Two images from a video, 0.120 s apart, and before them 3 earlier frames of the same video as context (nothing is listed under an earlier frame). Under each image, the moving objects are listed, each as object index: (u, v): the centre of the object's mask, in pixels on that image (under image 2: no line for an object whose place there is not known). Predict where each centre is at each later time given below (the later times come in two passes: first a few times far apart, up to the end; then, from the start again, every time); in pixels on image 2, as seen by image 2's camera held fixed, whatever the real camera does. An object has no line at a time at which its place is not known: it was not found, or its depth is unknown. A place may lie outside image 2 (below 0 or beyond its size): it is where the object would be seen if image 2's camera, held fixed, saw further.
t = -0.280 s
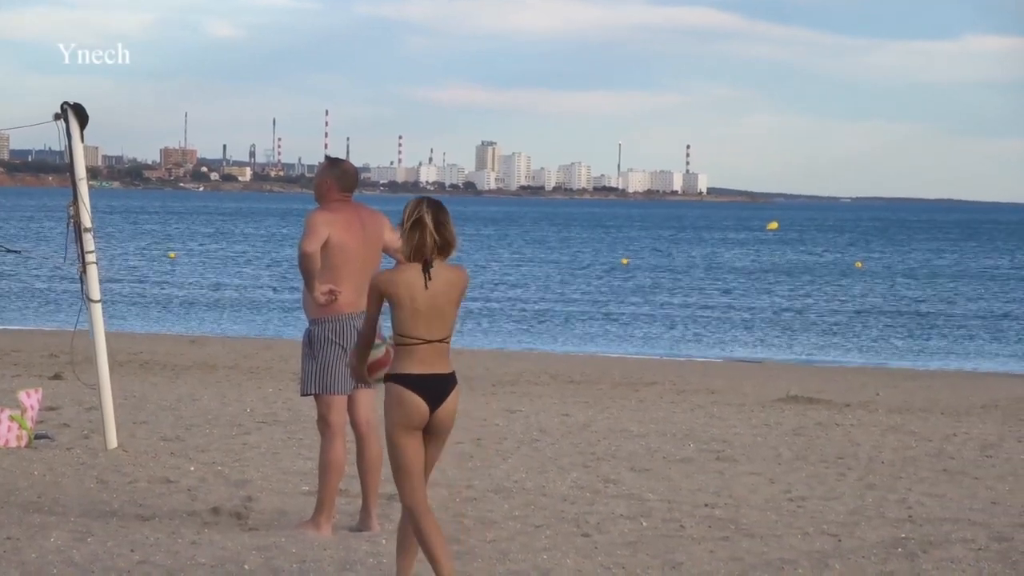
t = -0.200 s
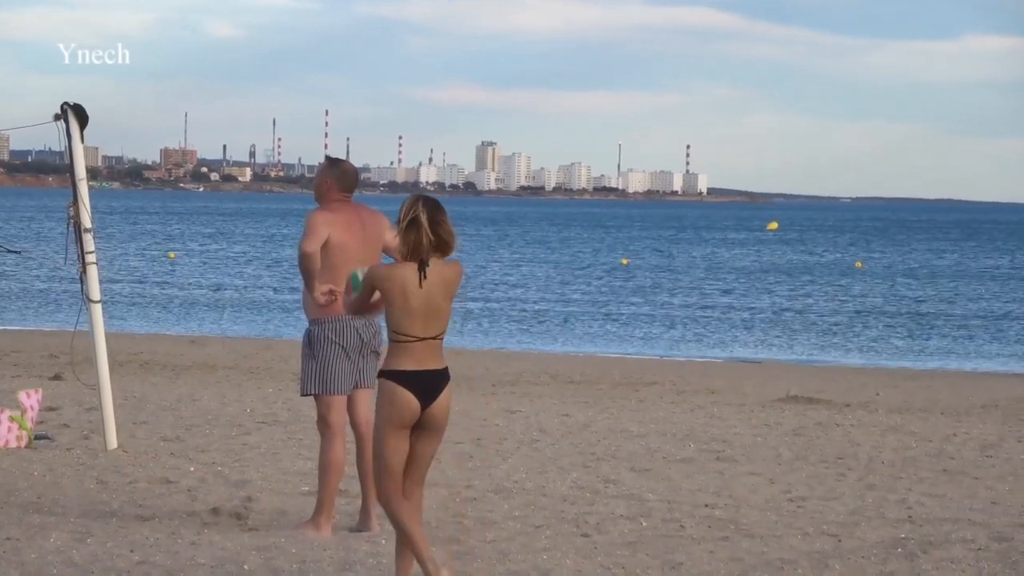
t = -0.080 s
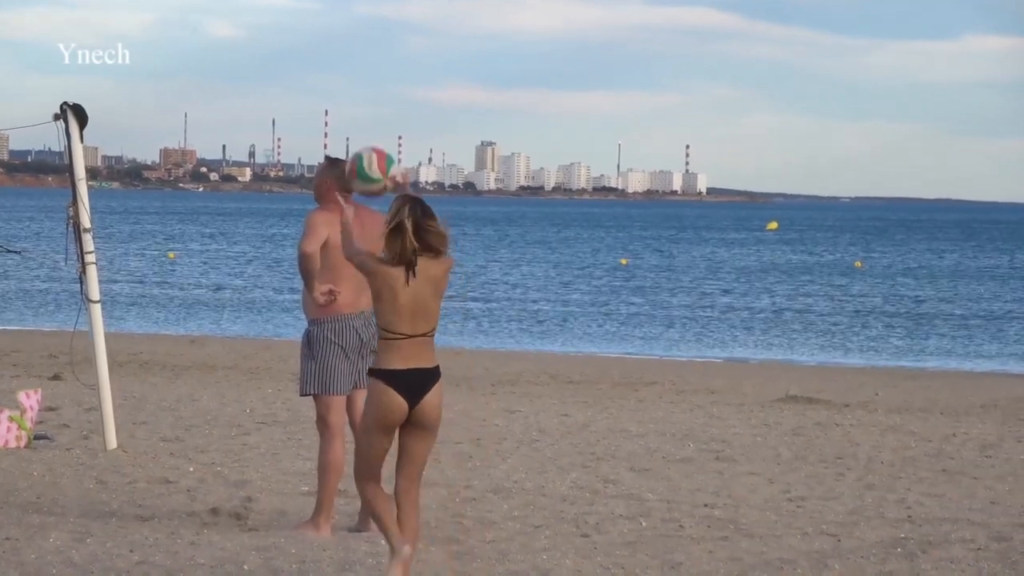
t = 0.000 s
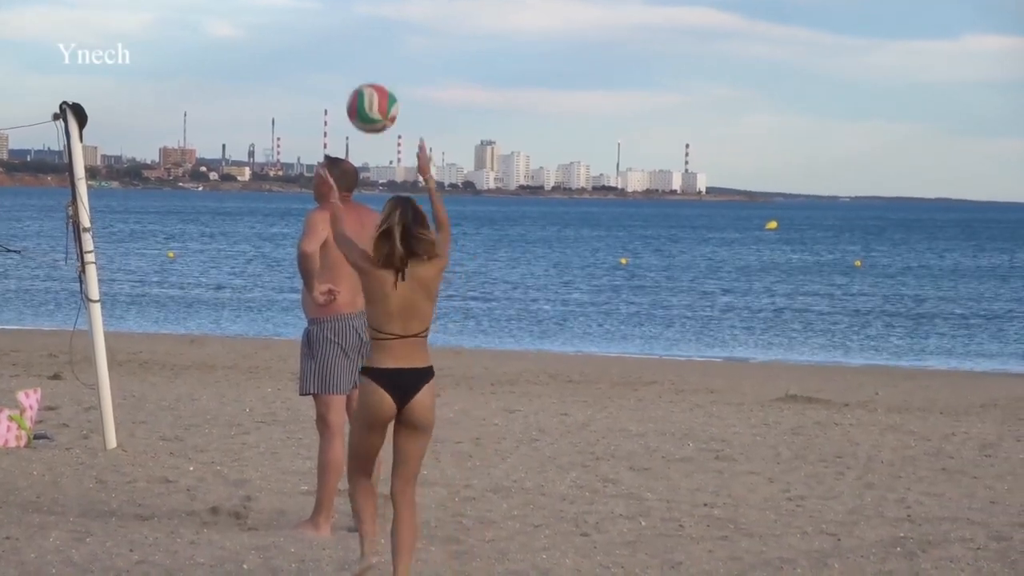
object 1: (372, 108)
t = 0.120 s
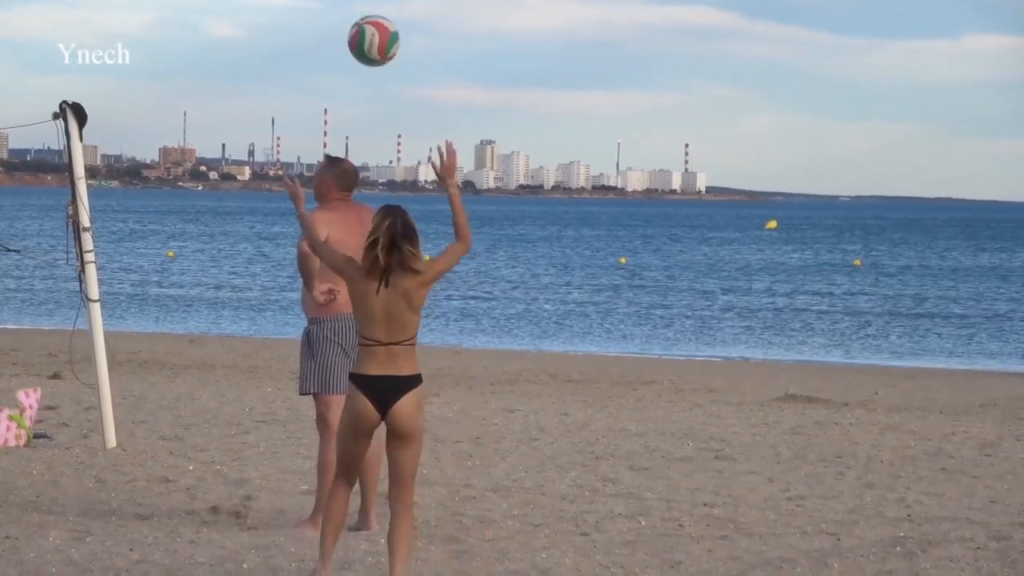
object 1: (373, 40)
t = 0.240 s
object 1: (375, 16)
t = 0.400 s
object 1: (373, 24)
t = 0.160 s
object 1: (374, 26)
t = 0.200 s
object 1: (374, 19)
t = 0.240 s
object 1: (375, 16)
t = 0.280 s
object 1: (375, 15)
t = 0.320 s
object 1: (374, 16)
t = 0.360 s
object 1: (374, 18)
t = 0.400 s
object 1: (373, 24)
